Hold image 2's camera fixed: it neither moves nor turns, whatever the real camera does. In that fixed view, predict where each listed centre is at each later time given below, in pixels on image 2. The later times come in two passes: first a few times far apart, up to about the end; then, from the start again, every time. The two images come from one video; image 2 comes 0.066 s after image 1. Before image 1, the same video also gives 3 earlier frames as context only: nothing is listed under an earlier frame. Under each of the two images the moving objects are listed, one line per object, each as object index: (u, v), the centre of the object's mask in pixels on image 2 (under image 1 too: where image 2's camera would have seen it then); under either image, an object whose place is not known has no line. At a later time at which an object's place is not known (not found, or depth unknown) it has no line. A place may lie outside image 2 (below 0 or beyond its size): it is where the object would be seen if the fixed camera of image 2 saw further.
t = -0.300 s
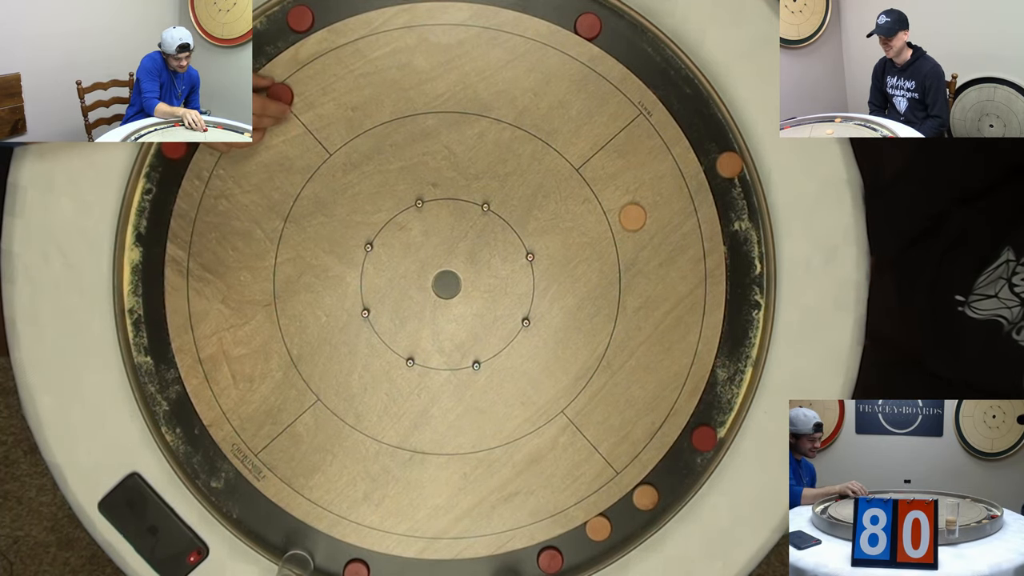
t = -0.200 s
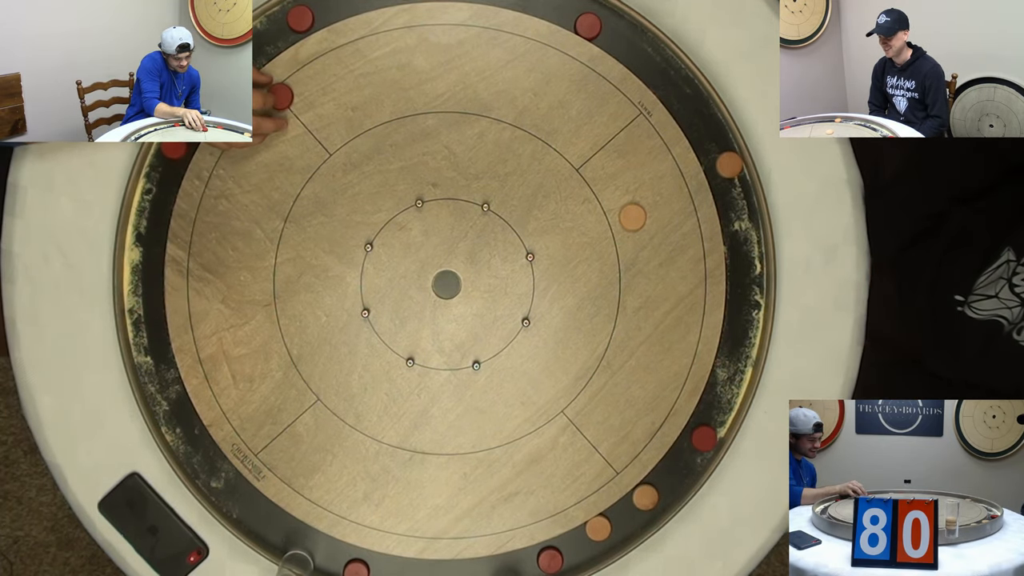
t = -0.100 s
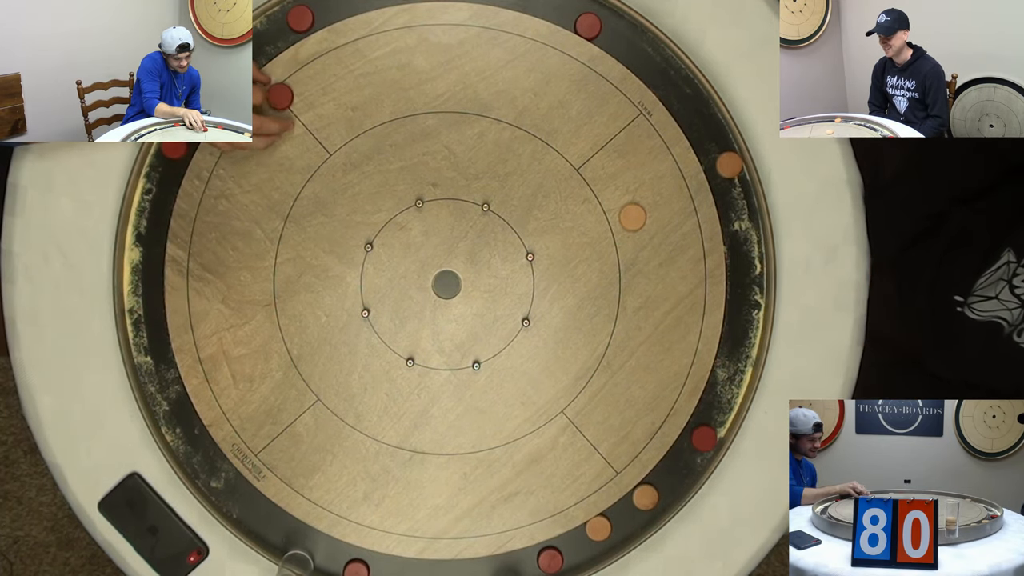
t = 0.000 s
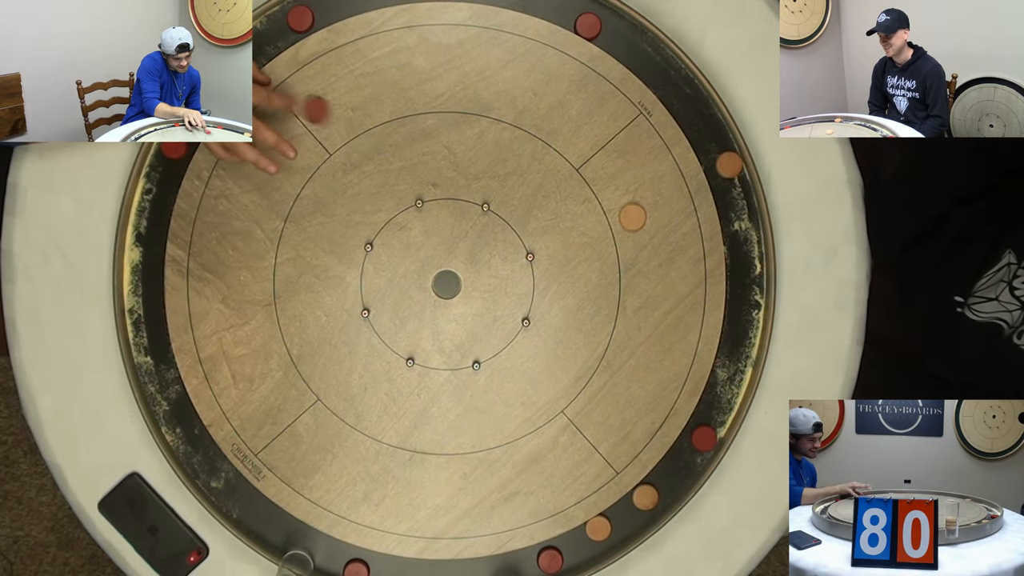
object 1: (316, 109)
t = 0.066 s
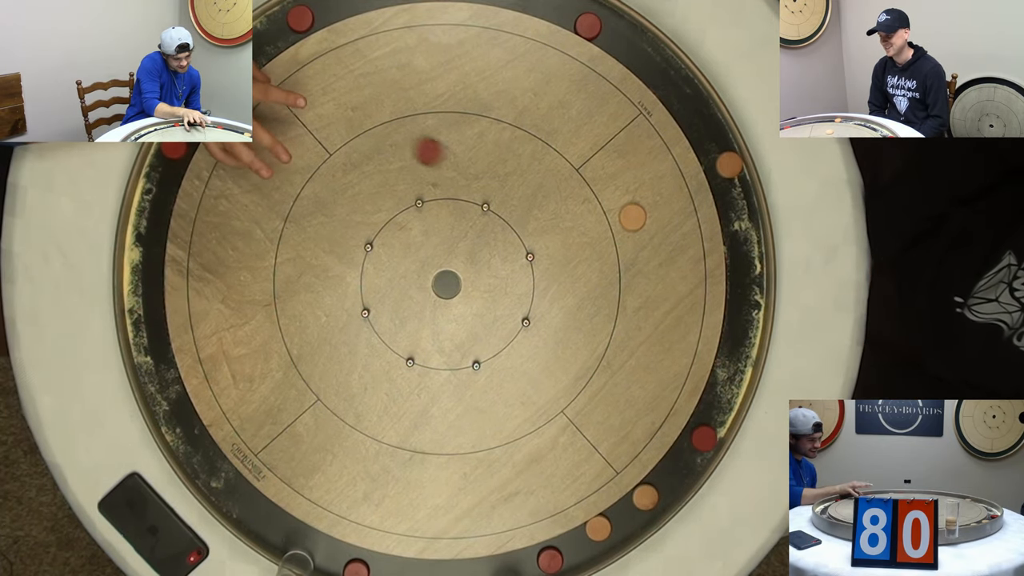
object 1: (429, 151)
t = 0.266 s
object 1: (617, 261)
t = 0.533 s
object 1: (638, 353)
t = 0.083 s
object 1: (456, 161)
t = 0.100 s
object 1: (484, 172)
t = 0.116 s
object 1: (510, 182)
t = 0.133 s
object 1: (537, 192)
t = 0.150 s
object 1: (563, 201)
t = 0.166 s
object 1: (589, 212)
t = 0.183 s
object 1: (606, 221)
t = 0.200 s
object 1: (608, 229)
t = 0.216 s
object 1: (610, 237)
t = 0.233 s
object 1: (612, 245)
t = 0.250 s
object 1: (615, 253)
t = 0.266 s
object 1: (617, 261)
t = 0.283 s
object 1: (619, 268)
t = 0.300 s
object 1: (620, 275)
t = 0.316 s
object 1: (622, 282)
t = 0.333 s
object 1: (624, 289)
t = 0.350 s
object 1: (625, 295)
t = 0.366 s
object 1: (627, 302)
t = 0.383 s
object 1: (628, 308)
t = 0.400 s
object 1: (630, 314)
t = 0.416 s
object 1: (631, 319)
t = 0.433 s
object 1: (632, 325)
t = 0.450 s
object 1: (633, 330)
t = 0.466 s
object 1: (634, 335)
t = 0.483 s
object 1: (635, 339)
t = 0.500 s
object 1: (636, 344)
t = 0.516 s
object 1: (637, 348)
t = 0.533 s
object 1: (638, 353)
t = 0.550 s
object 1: (638, 356)
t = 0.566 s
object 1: (639, 360)
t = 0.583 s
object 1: (639, 364)
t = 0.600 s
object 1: (640, 367)
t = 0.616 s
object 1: (640, 370)
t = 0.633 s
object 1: (641, 373)
